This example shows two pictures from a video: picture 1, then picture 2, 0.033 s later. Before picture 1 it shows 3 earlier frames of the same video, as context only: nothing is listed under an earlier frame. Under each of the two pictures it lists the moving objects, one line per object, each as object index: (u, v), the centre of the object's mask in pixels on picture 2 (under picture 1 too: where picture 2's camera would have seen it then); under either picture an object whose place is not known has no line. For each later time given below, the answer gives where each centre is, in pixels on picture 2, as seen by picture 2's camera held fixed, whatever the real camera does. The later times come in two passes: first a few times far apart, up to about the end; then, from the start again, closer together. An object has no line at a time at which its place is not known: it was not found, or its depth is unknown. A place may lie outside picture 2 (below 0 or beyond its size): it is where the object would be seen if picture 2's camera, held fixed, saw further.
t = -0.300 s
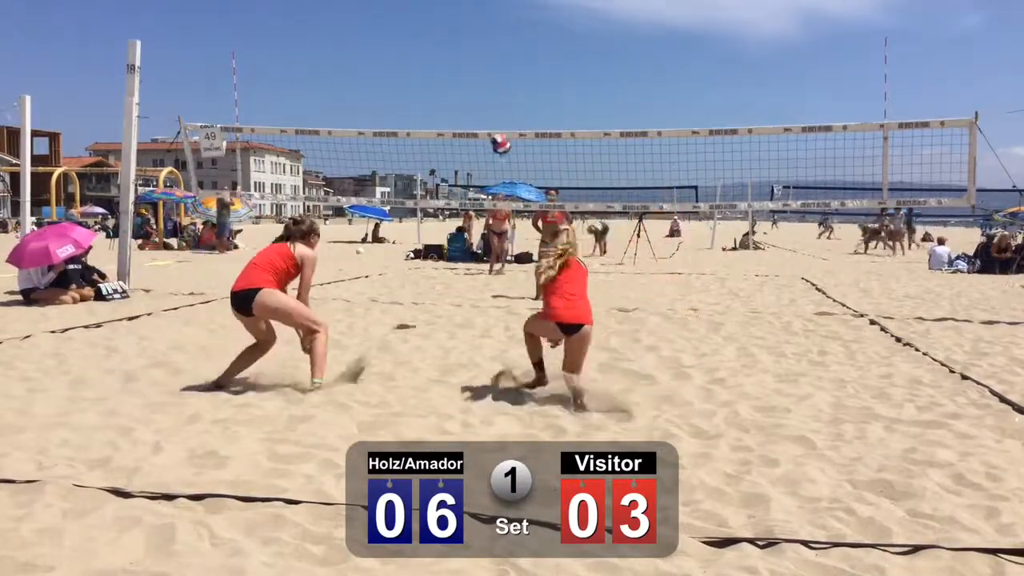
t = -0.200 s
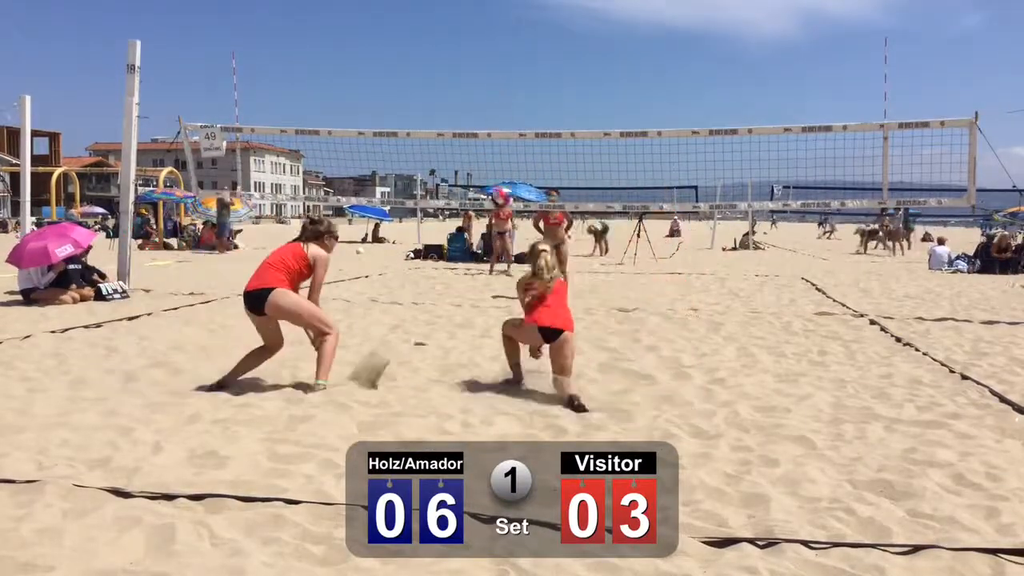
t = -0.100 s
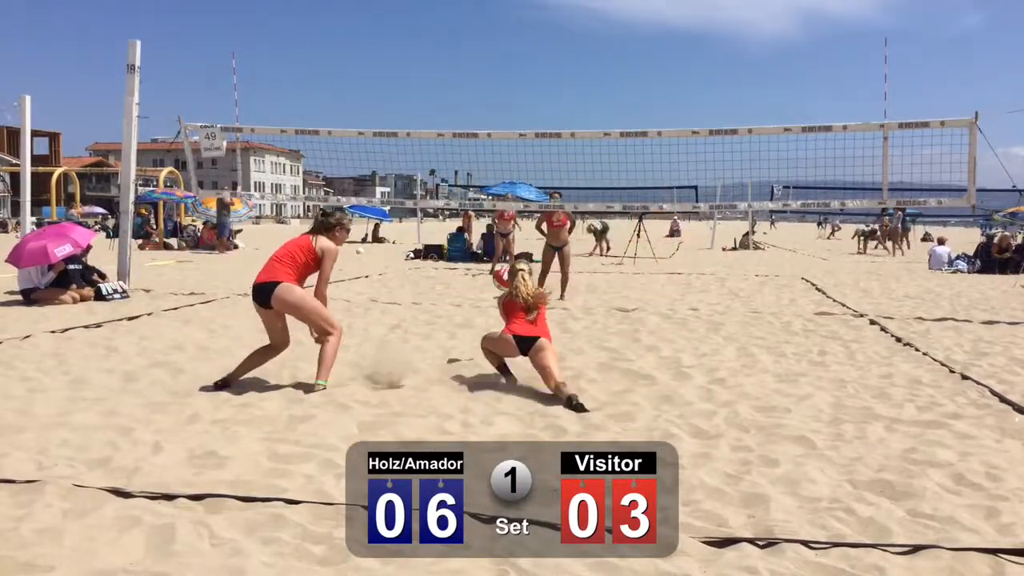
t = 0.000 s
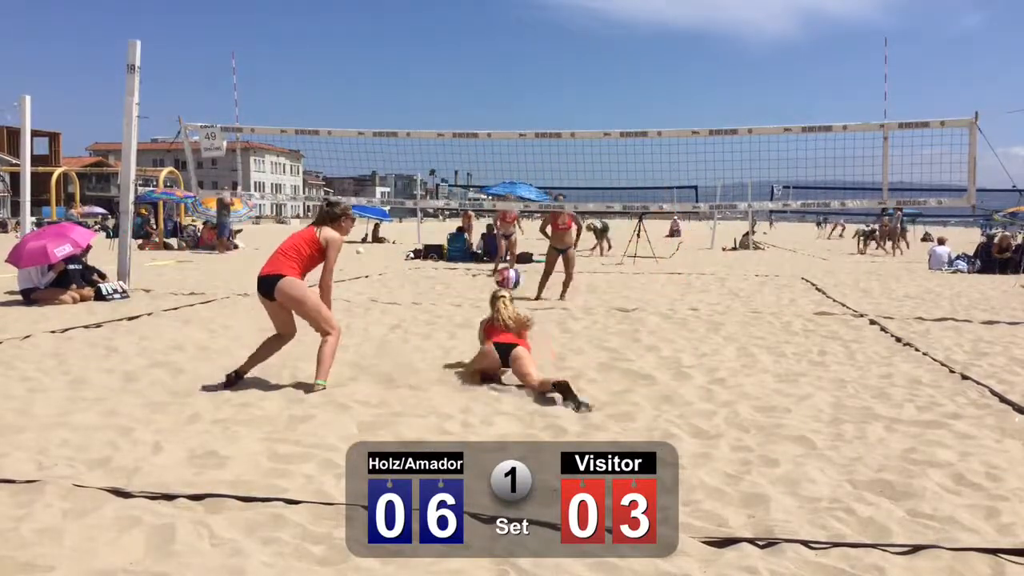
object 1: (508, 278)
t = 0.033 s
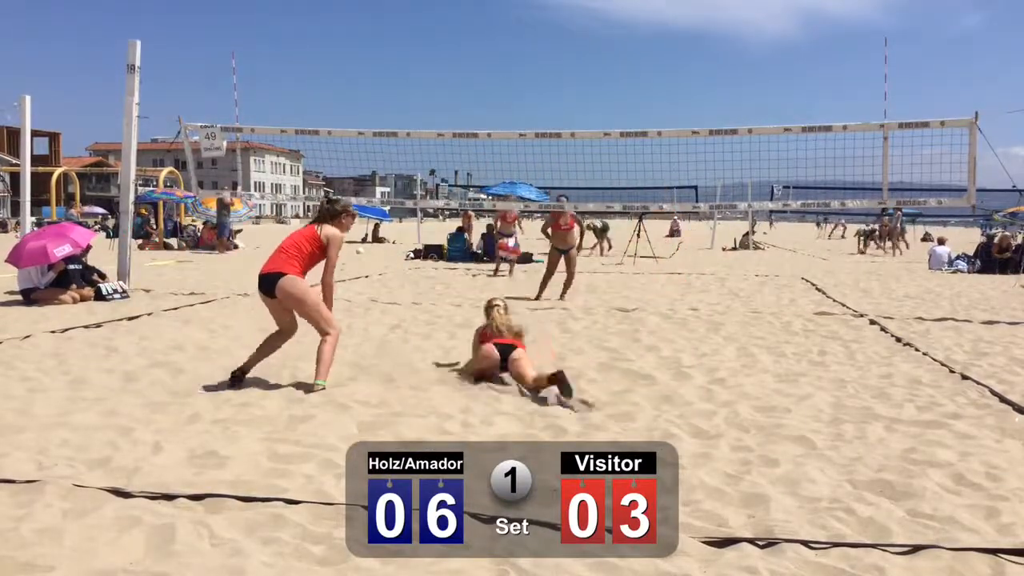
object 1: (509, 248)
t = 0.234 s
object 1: (511, 120)
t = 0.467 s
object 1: (512, 39)
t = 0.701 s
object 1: (510, 24)
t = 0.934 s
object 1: (506, 68)
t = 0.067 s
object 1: (510, 223)
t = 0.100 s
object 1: (510, 200)
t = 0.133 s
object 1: (510, 178)
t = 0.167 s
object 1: (511, 157)
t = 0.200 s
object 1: (511, 138)
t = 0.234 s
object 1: (511, 120)
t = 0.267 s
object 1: (512, 104)
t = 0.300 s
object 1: (512, 90)
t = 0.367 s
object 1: (512, 64)
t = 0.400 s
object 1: (512, 55)
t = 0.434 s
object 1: (512, 46)
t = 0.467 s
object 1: (512, 39)
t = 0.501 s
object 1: (512, 33)
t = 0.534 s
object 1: (512, 29)
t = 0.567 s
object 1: (512, 25)
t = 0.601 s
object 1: (512, 23)
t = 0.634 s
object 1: (512, 22)
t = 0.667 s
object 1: (511, 23)
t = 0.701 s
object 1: (510, 24)
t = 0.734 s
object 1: (510, 27)
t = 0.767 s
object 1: (509, 31)
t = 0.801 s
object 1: (508, 37)
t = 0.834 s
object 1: (508, 42)
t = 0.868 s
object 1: (507, 50)
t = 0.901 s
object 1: (506, 59)
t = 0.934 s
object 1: (506, 68)
